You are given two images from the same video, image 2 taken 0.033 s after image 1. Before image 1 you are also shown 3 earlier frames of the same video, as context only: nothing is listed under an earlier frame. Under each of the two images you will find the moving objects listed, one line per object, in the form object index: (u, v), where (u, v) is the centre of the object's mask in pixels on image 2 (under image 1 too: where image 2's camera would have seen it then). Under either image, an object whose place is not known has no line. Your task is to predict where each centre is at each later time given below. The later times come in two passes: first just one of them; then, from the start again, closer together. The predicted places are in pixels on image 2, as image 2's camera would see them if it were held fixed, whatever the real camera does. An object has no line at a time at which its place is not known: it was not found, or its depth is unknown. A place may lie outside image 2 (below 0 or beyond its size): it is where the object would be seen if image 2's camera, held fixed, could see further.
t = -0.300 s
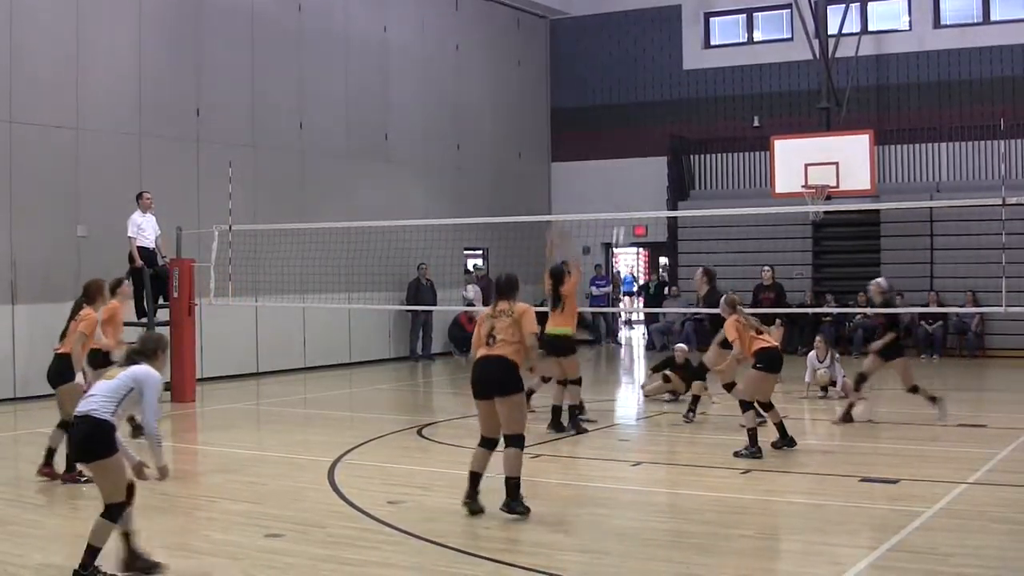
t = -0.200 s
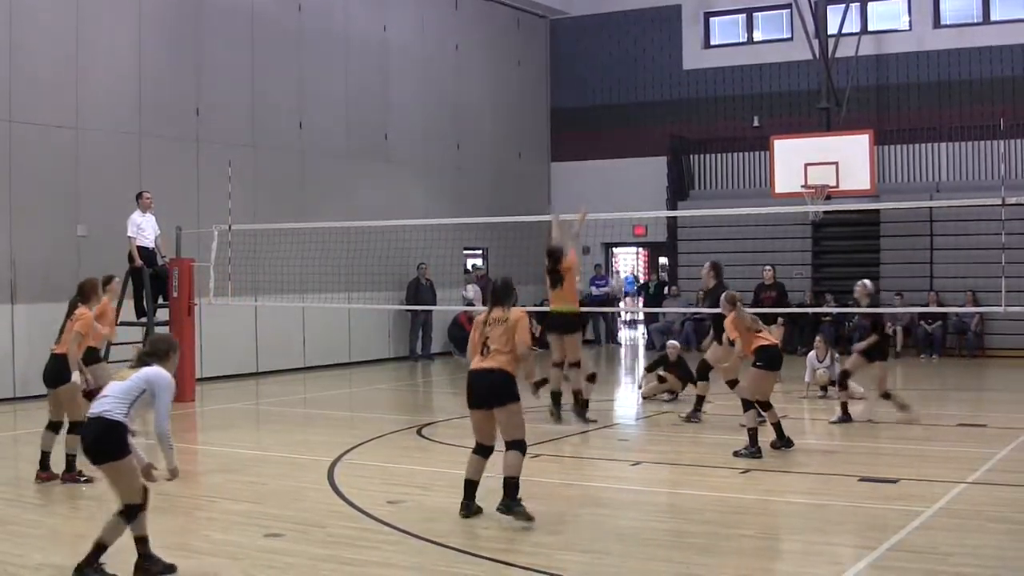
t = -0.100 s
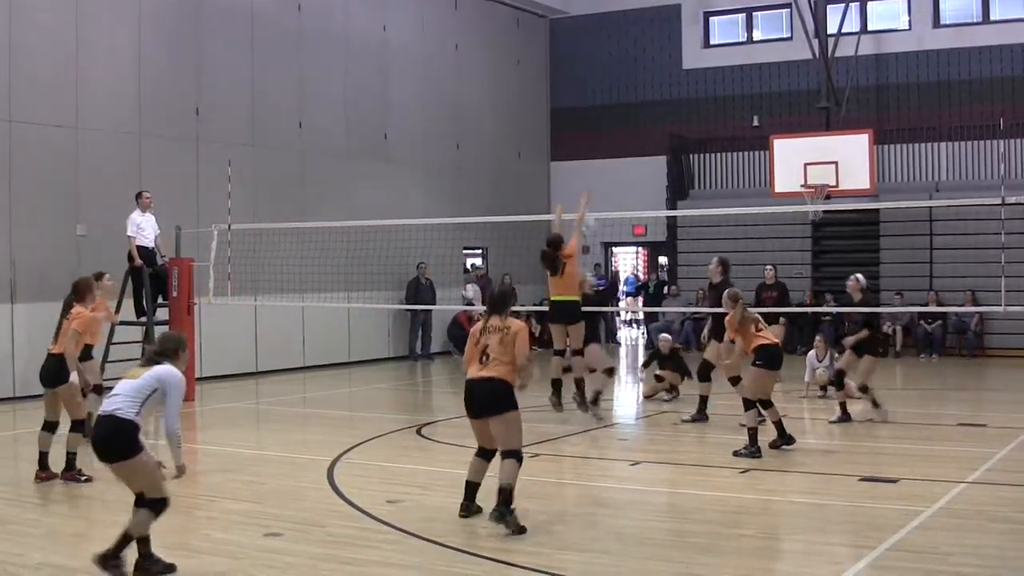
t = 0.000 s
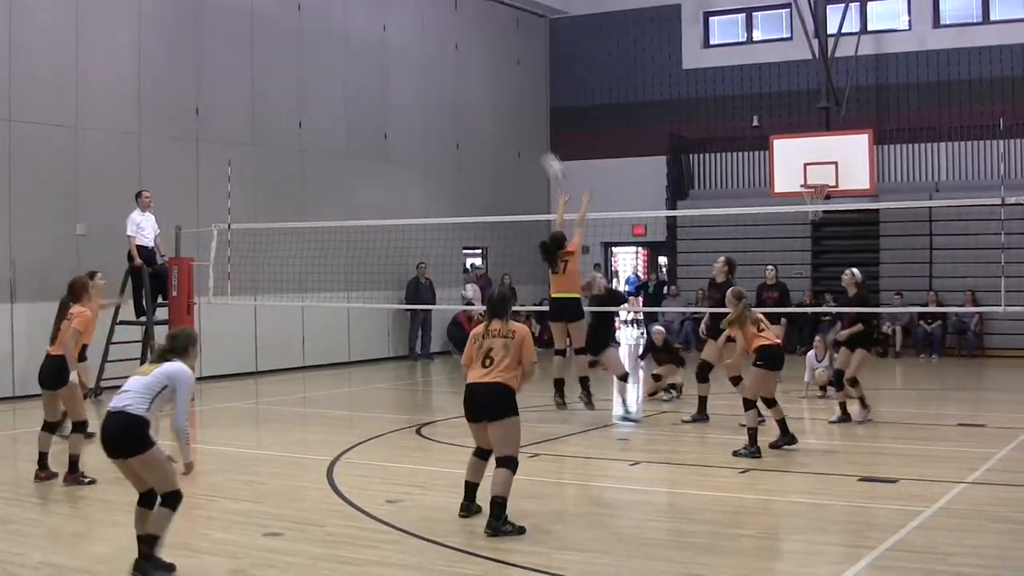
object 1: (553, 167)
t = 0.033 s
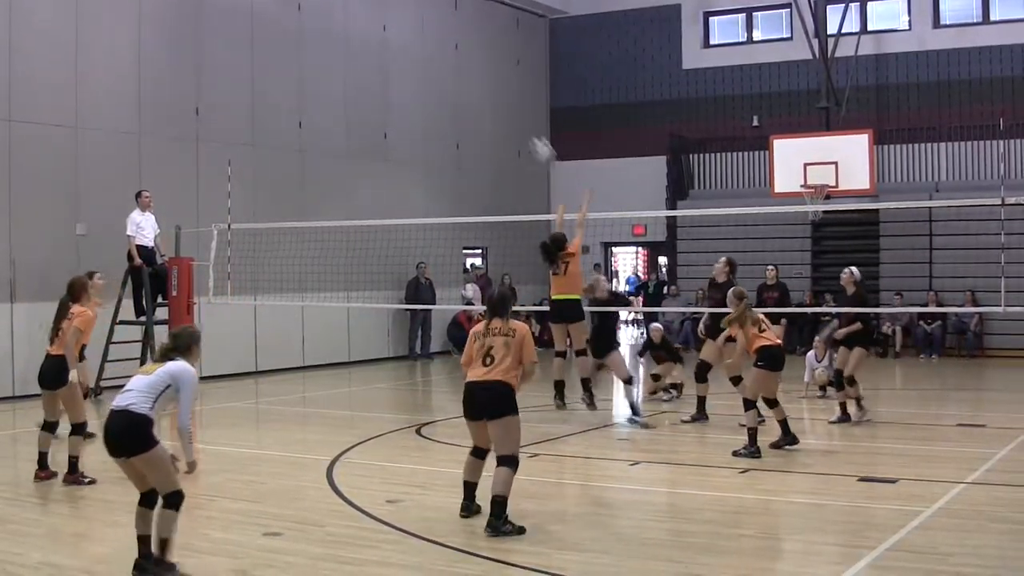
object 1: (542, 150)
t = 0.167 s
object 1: (500, 92)
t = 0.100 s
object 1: (522, 119)
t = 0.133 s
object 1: (510, 104)
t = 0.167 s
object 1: (500, 92)
